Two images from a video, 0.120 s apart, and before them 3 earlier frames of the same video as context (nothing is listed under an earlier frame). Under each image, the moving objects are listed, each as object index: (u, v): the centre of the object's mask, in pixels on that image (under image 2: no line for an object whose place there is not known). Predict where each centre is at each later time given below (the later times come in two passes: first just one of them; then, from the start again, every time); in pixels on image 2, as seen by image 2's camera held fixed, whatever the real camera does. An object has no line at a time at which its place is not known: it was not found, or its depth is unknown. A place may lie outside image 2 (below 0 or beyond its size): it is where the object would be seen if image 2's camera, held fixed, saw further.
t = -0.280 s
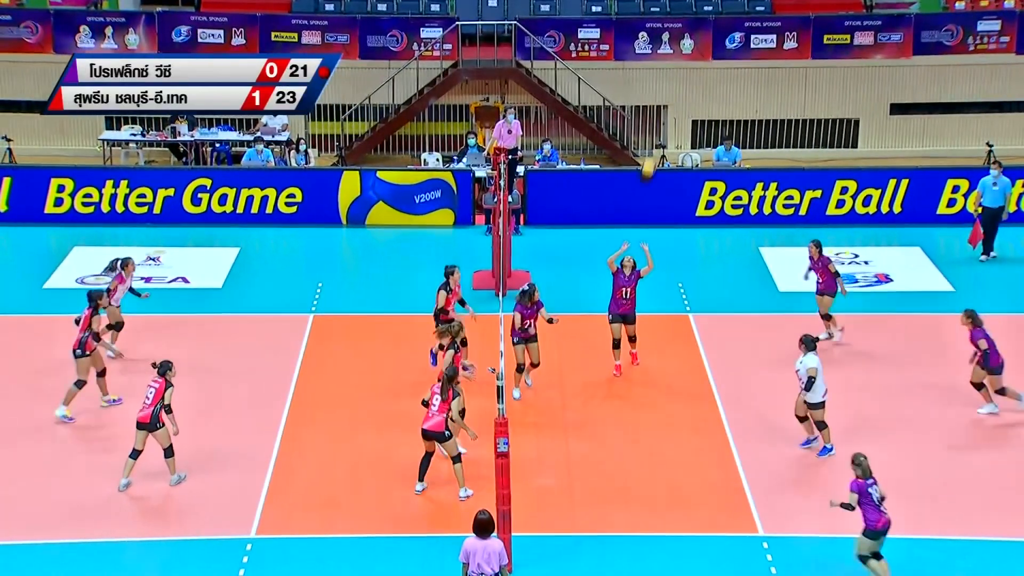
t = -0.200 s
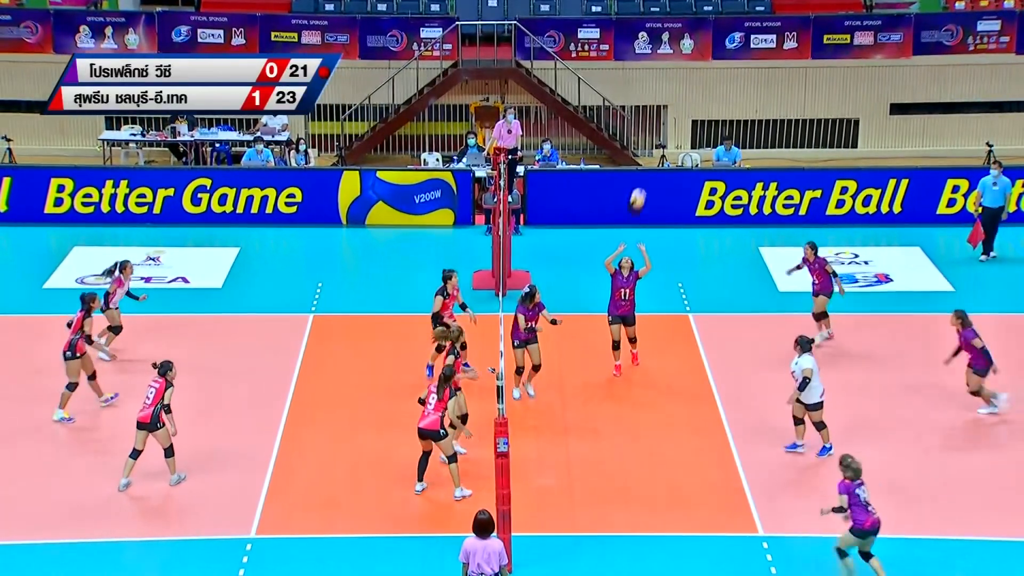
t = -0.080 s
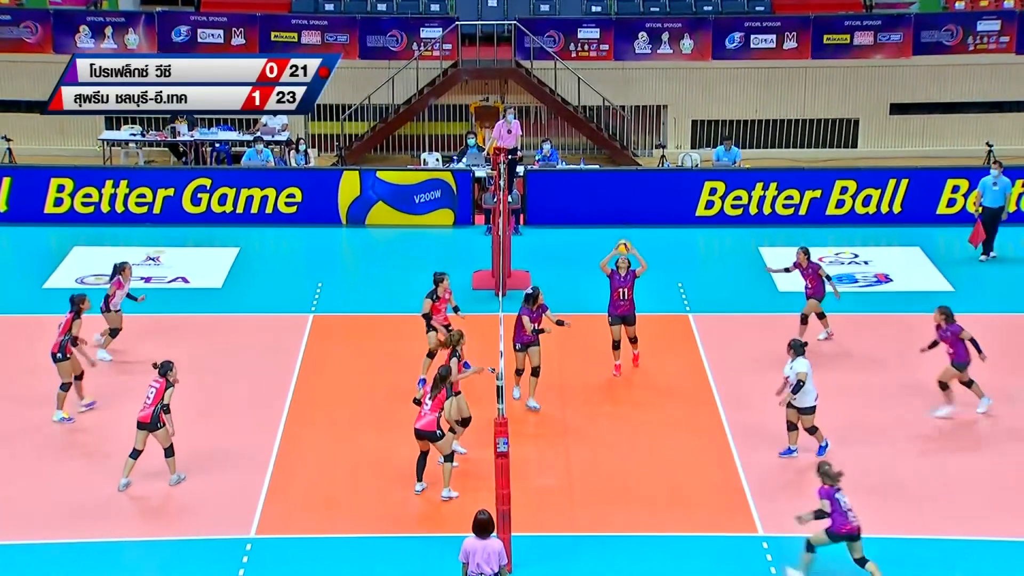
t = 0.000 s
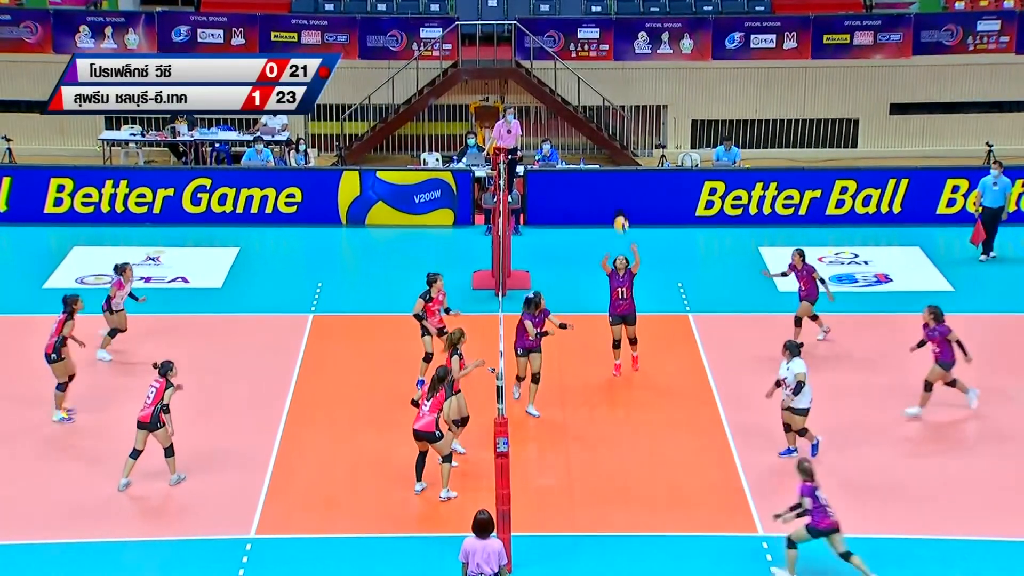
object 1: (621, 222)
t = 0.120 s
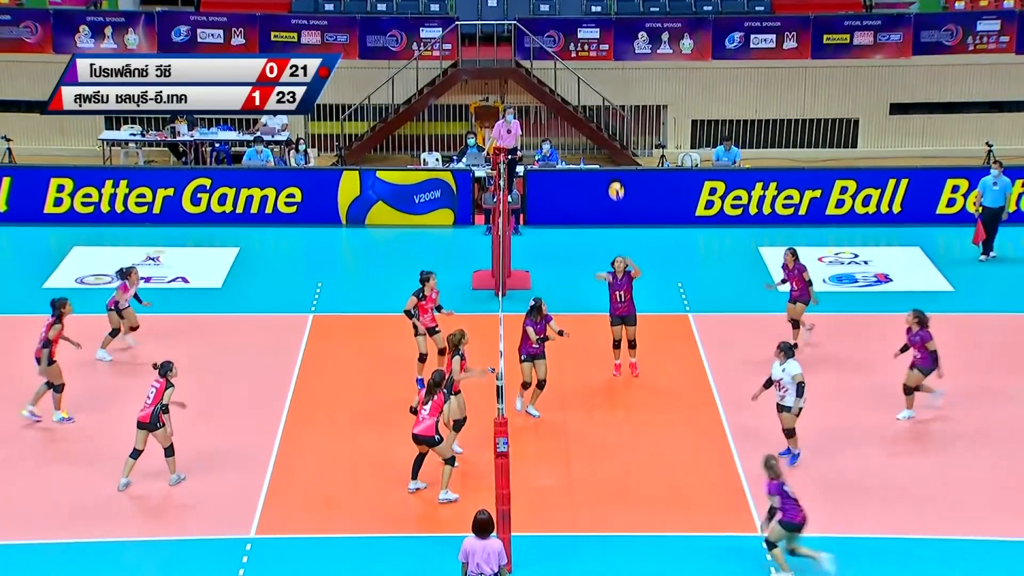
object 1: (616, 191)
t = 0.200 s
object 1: (613, 174)
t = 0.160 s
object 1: (614, 182)
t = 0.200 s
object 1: (613, 174)
